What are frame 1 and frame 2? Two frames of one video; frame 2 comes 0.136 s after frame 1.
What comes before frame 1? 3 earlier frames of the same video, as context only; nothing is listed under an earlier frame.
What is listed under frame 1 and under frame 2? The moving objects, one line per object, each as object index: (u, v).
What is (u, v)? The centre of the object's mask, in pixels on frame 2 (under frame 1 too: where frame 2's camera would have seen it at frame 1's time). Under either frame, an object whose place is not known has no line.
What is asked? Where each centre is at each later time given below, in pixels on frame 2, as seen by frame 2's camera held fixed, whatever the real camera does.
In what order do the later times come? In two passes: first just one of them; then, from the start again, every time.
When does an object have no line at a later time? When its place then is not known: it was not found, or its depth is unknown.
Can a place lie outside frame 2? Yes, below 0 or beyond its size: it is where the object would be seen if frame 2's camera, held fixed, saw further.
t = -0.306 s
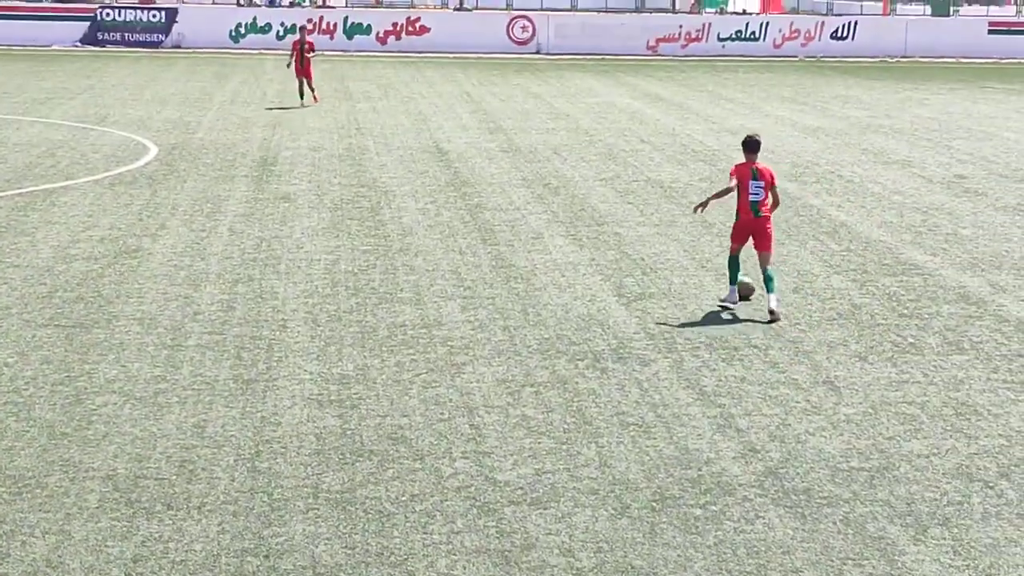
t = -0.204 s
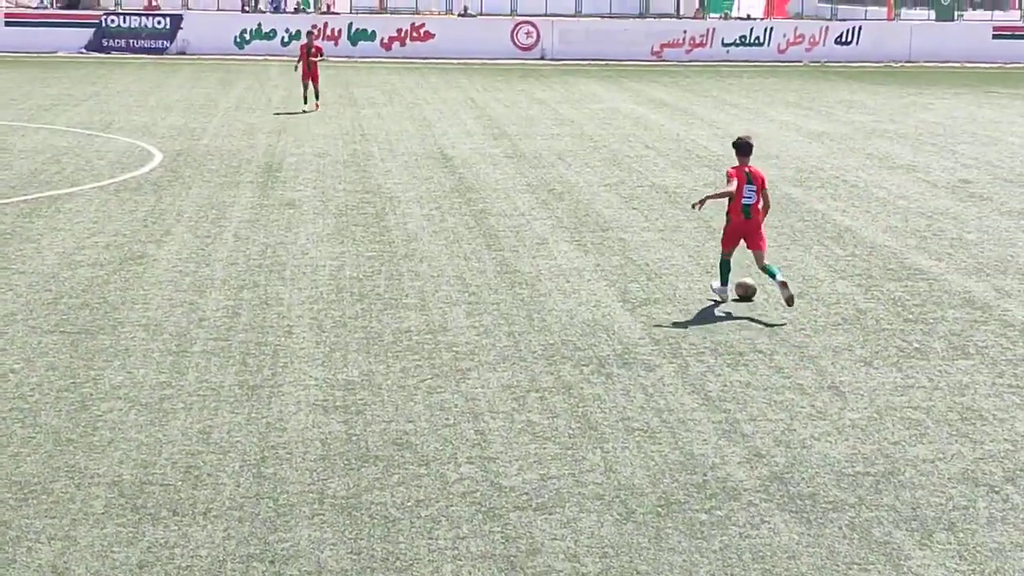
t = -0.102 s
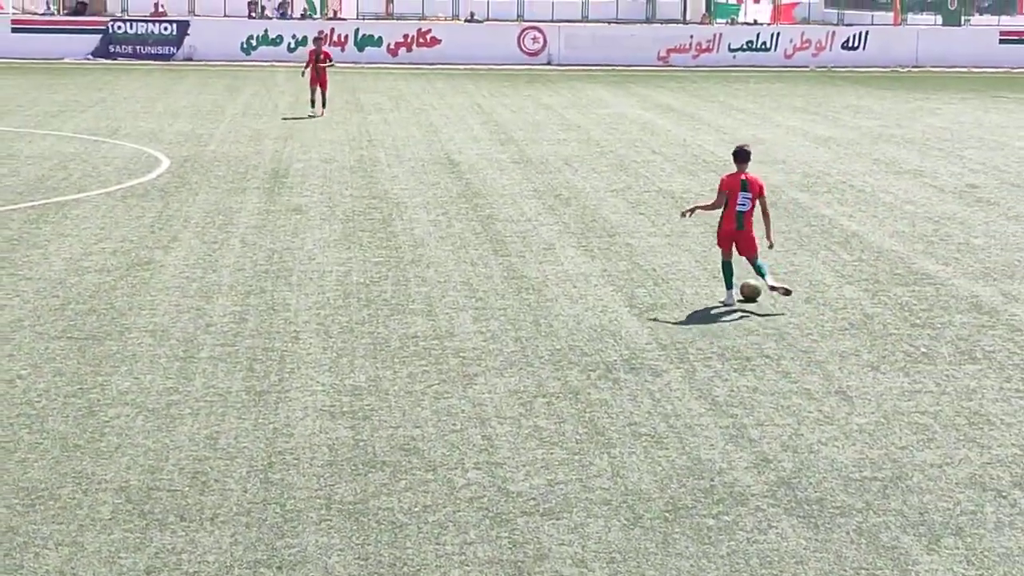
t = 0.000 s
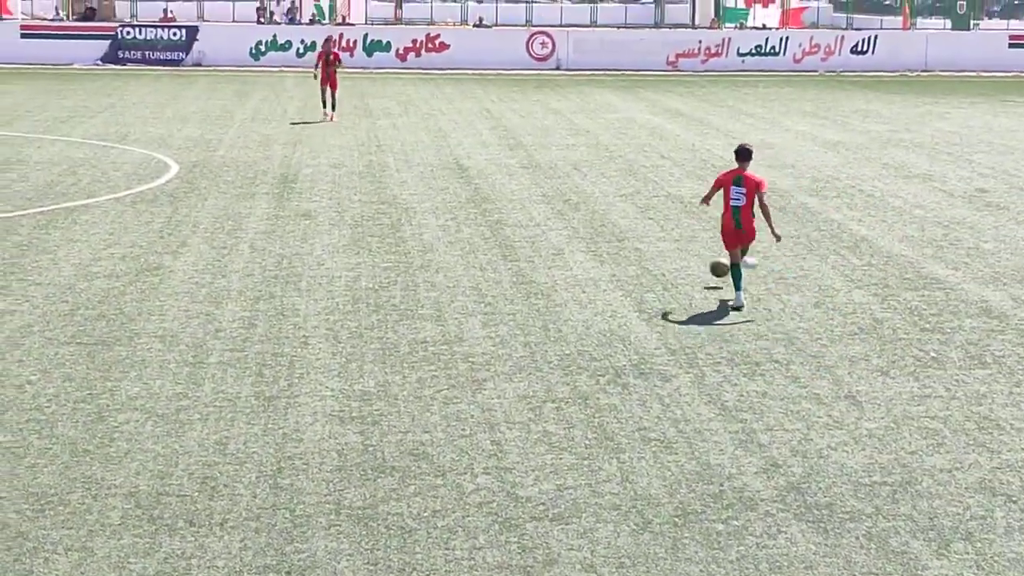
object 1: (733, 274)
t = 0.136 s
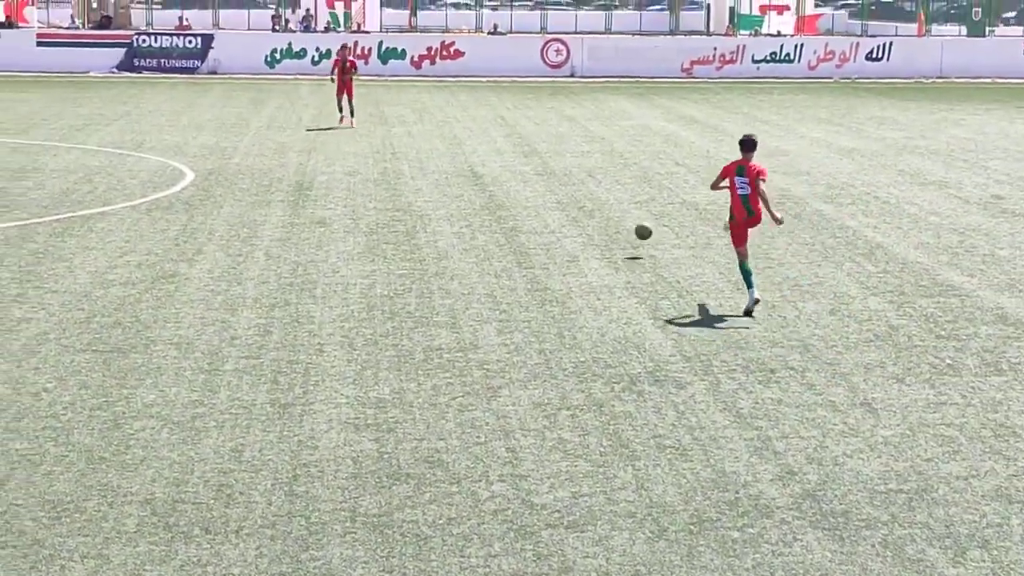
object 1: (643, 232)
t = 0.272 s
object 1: (571, 218)
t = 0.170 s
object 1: (623, 226)
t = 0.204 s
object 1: (605, 222)
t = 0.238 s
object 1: (587, 219)
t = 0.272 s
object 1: (571, 218)
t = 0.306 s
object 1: (557, 216)
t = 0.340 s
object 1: (544, 208)
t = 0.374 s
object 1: (532, 202)
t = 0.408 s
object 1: (521, 198)
